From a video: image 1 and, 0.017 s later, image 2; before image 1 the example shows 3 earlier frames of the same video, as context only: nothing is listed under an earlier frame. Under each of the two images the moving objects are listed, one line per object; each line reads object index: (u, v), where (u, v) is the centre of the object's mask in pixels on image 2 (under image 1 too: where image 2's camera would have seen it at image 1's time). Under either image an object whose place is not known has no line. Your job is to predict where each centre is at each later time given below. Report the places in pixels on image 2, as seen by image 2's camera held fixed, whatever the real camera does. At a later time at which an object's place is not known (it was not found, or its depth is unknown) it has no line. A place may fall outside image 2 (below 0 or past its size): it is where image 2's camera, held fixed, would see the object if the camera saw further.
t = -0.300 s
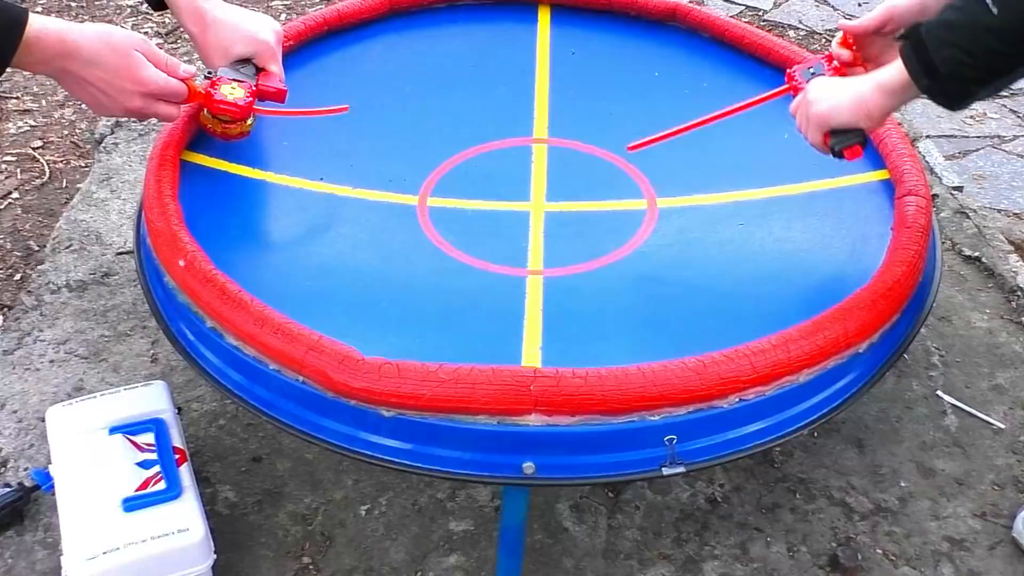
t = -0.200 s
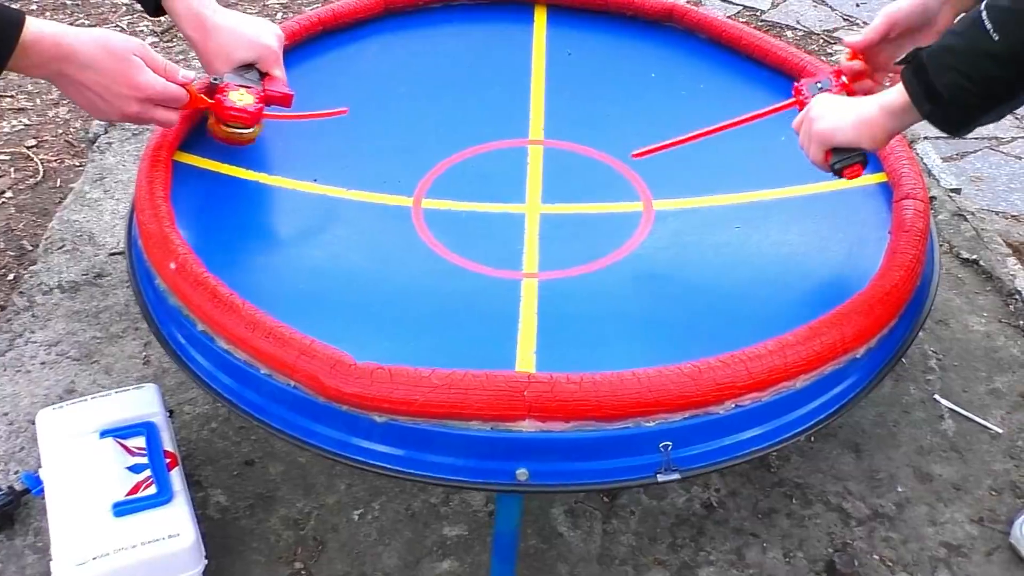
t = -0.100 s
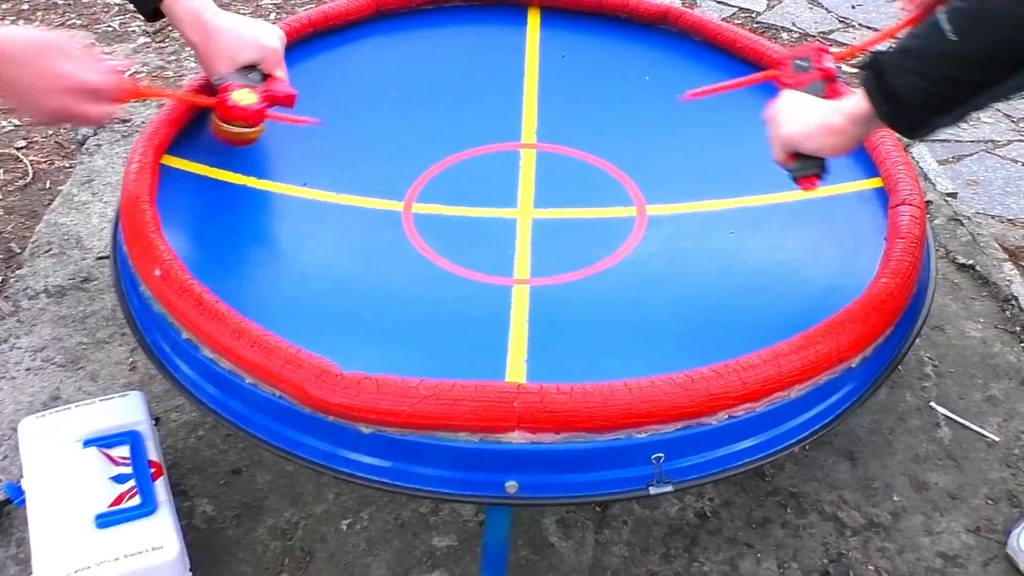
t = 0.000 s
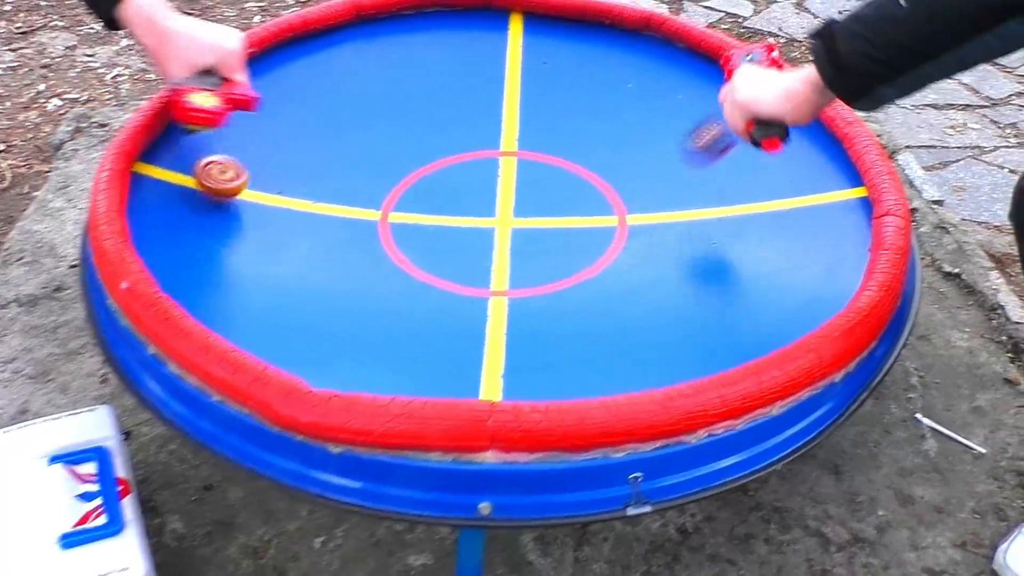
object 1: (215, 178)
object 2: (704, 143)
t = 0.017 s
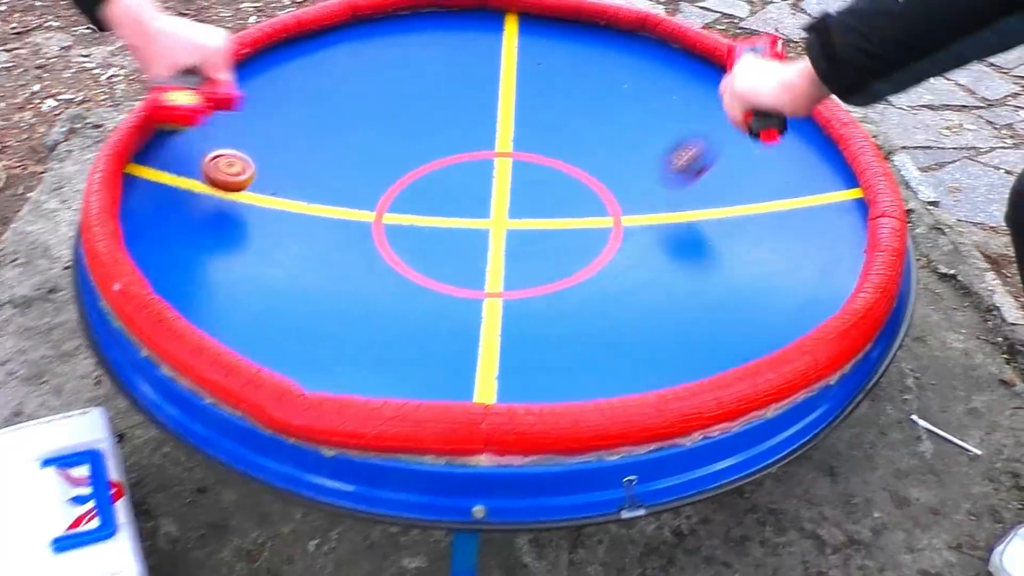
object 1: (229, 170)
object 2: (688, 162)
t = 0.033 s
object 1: (242, 165)
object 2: (670, 181)
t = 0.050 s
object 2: (651, 174)
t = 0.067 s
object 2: (633, 162)
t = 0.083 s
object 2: (616, 154)
